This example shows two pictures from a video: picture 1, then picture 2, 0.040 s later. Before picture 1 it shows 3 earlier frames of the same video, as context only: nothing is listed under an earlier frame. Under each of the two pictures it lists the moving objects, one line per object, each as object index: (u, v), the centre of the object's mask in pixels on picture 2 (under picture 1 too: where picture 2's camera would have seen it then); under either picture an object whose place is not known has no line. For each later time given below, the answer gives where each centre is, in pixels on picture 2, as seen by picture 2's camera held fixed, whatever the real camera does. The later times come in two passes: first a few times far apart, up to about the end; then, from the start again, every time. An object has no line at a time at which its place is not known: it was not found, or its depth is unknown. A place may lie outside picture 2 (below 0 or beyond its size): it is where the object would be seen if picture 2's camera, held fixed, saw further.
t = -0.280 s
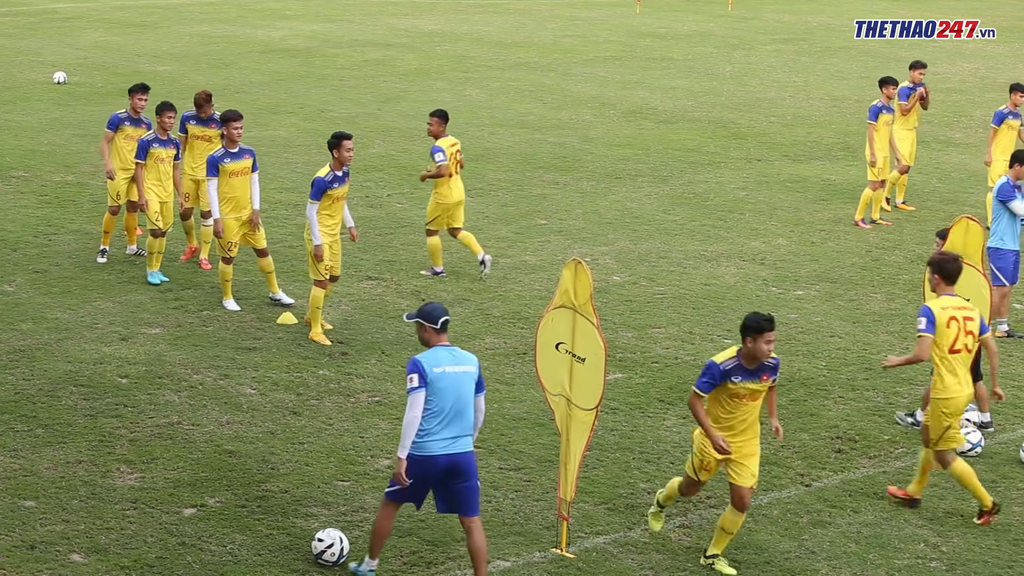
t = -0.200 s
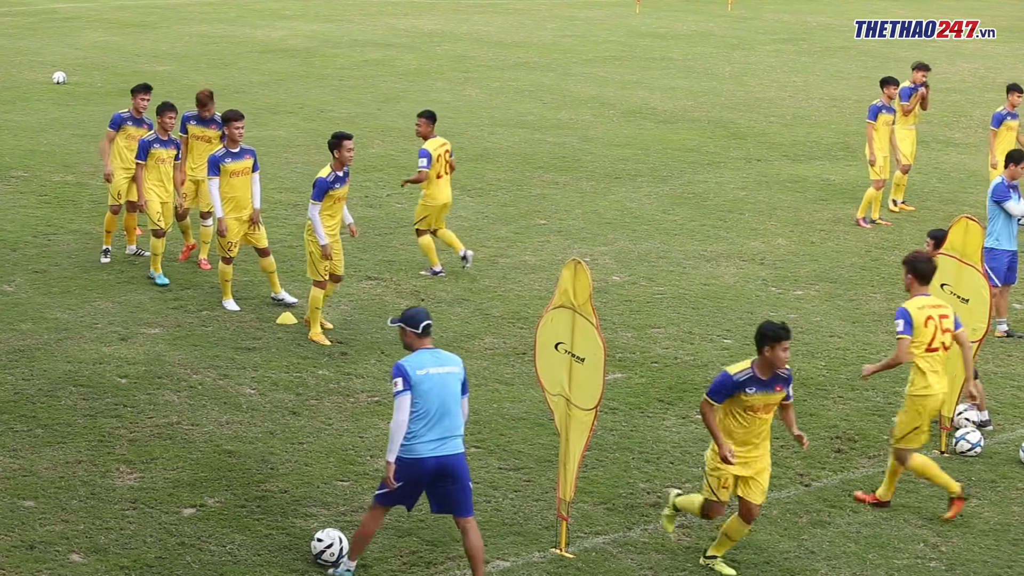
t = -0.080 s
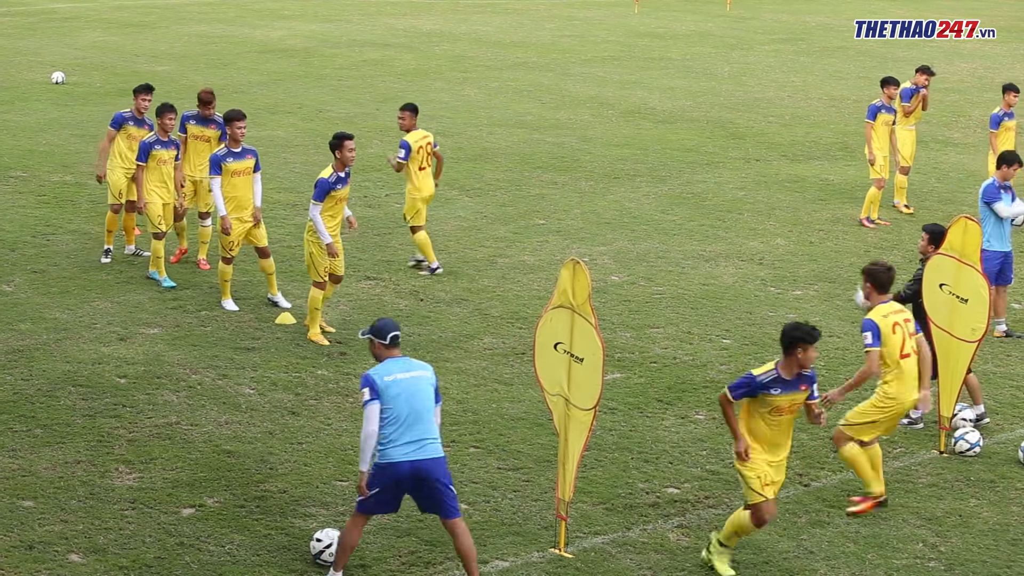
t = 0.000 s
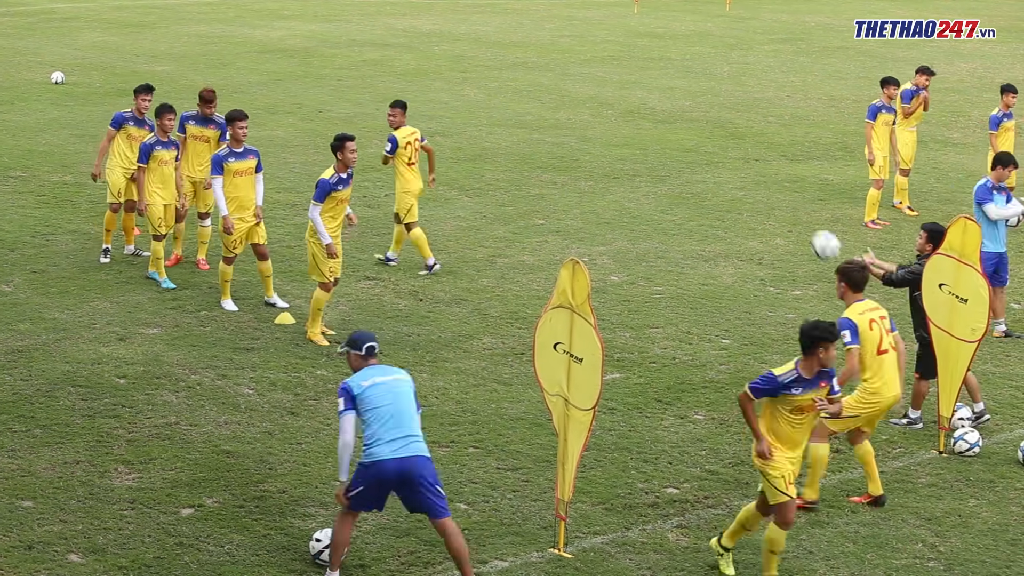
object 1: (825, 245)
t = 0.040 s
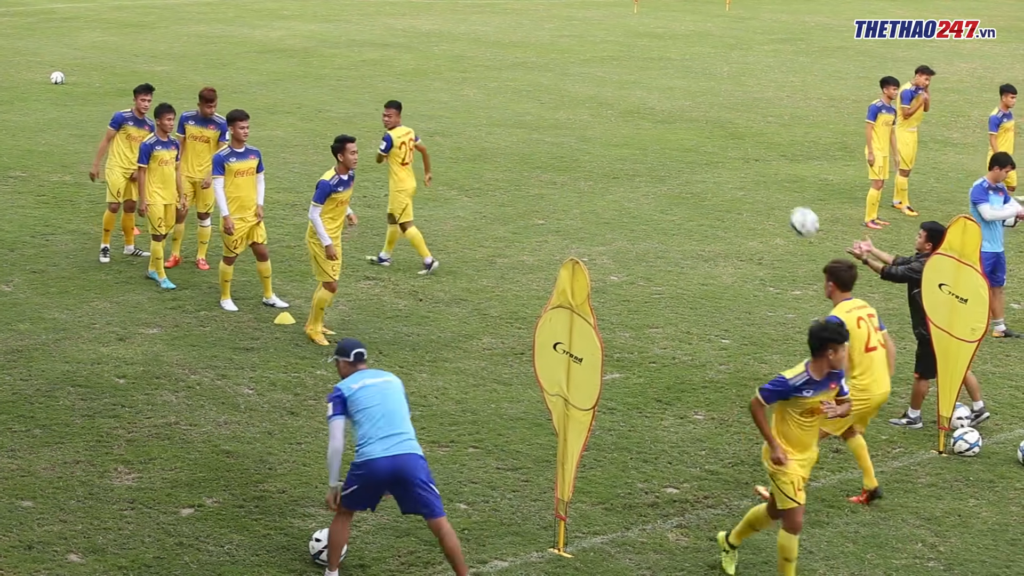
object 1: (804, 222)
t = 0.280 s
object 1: (673, 119)
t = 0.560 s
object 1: (520, 92)
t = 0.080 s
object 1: (783, 199)
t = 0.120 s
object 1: (761, 179)
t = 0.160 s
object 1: (740, 162)
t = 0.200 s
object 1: (717, 145)
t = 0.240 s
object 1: (696, 131)
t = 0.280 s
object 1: (673, 119)
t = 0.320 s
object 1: (651, 109)
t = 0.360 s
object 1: (629, 102)
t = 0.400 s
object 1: (607, 96)
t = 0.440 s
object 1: (585, 92)
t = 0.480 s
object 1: (564, 90)
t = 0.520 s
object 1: (542, 90)
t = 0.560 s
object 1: (520, 92)
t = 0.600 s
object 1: (499, 96)
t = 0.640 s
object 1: (478, 102)
